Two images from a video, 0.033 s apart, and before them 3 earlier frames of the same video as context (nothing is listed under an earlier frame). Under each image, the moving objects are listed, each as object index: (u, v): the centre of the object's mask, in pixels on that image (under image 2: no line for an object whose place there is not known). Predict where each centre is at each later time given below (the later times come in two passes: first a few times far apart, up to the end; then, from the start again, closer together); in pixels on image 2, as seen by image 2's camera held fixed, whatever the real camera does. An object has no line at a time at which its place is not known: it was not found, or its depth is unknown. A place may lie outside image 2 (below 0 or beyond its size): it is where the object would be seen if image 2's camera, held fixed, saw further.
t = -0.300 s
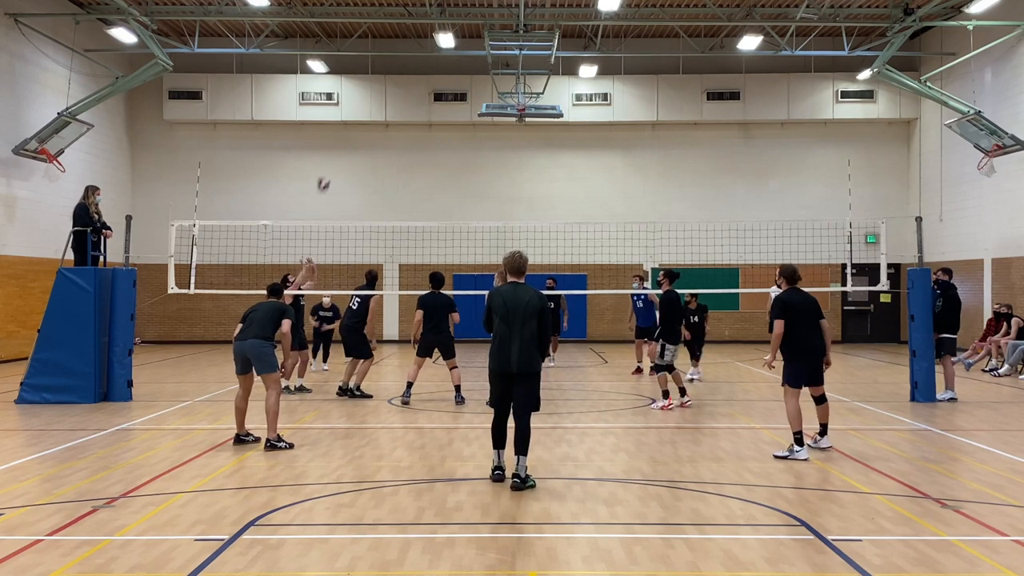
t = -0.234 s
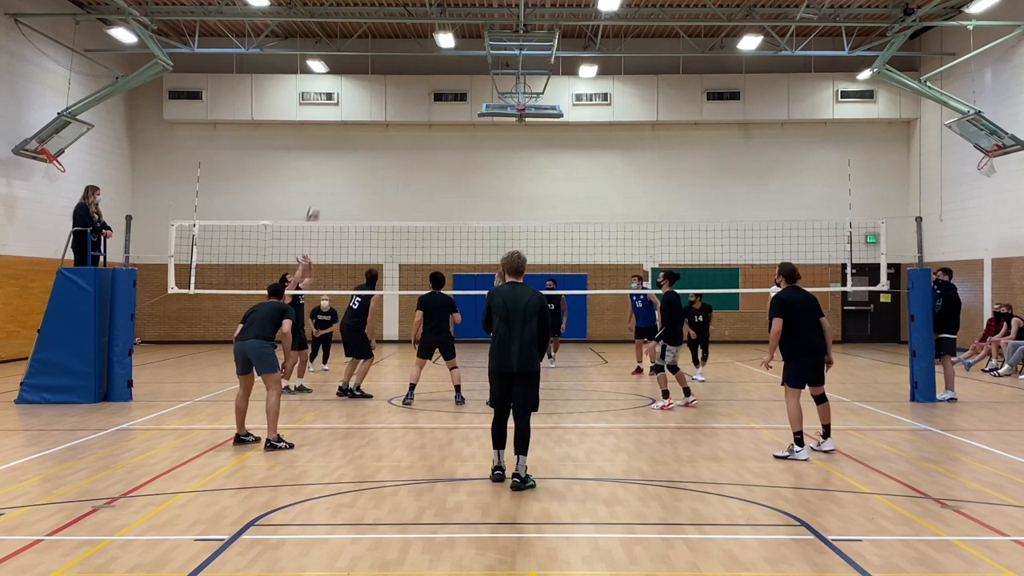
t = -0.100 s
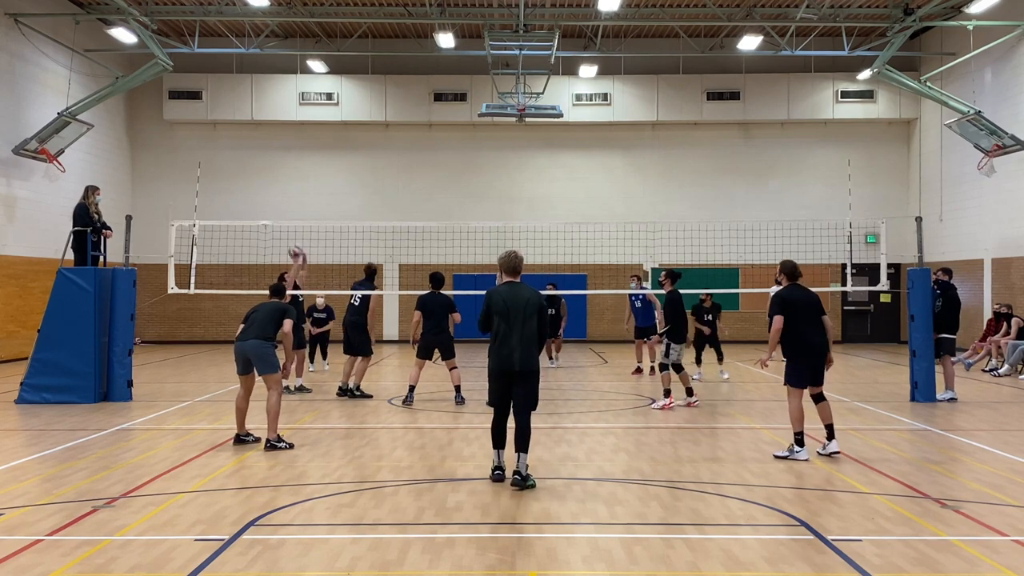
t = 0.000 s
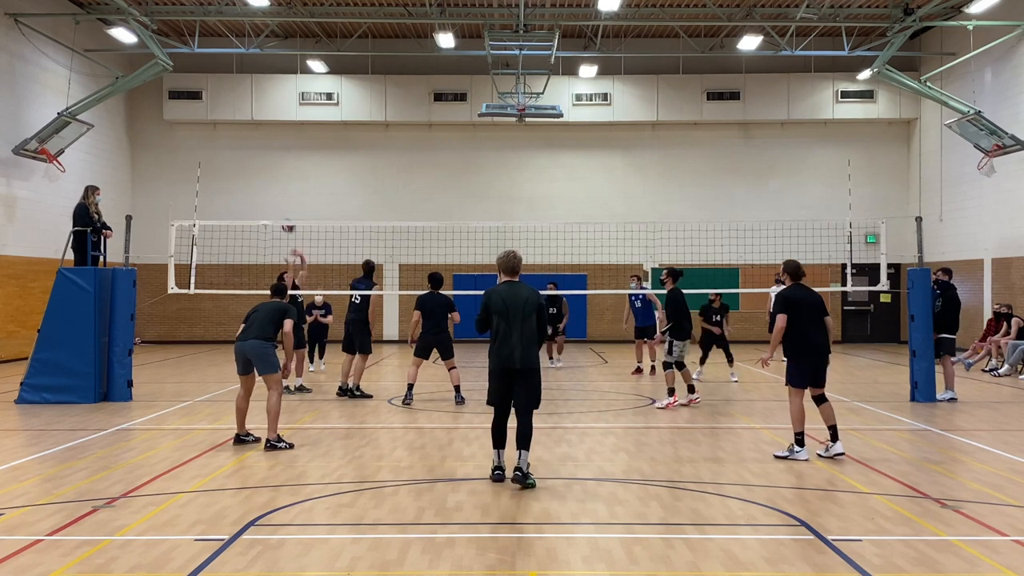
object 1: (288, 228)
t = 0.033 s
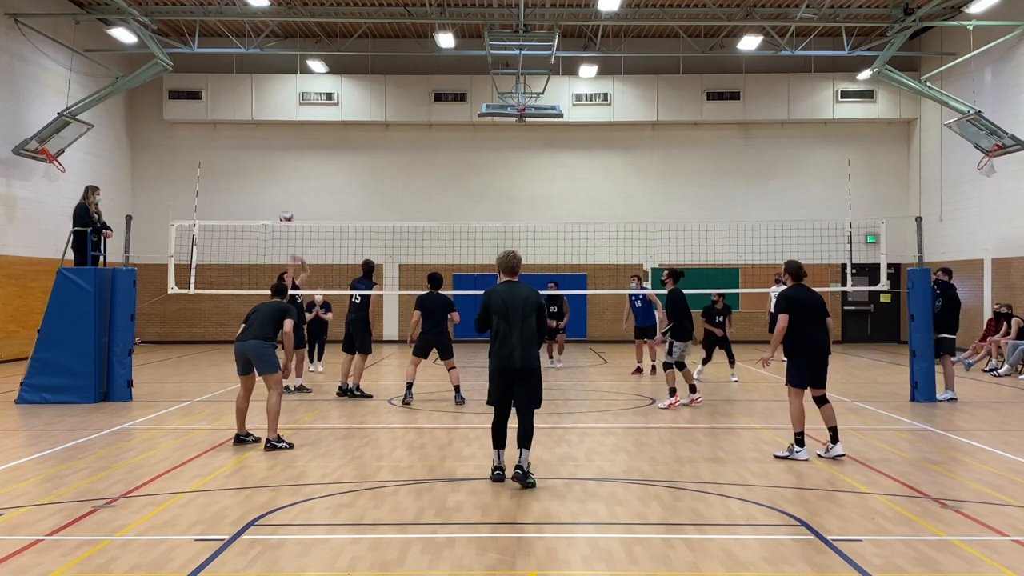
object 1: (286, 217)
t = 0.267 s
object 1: (272, 189)
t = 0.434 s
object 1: (260, 191)
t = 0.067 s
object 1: (285, 212)
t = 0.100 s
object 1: (283, 206)
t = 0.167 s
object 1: (278, 197)
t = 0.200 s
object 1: (276, 193)
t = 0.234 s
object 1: (274, 190)
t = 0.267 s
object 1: (272, 189)
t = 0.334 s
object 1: (267, 187)
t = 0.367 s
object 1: (265, 188)
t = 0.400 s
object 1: (263, 189)
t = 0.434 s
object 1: (260, 191)
